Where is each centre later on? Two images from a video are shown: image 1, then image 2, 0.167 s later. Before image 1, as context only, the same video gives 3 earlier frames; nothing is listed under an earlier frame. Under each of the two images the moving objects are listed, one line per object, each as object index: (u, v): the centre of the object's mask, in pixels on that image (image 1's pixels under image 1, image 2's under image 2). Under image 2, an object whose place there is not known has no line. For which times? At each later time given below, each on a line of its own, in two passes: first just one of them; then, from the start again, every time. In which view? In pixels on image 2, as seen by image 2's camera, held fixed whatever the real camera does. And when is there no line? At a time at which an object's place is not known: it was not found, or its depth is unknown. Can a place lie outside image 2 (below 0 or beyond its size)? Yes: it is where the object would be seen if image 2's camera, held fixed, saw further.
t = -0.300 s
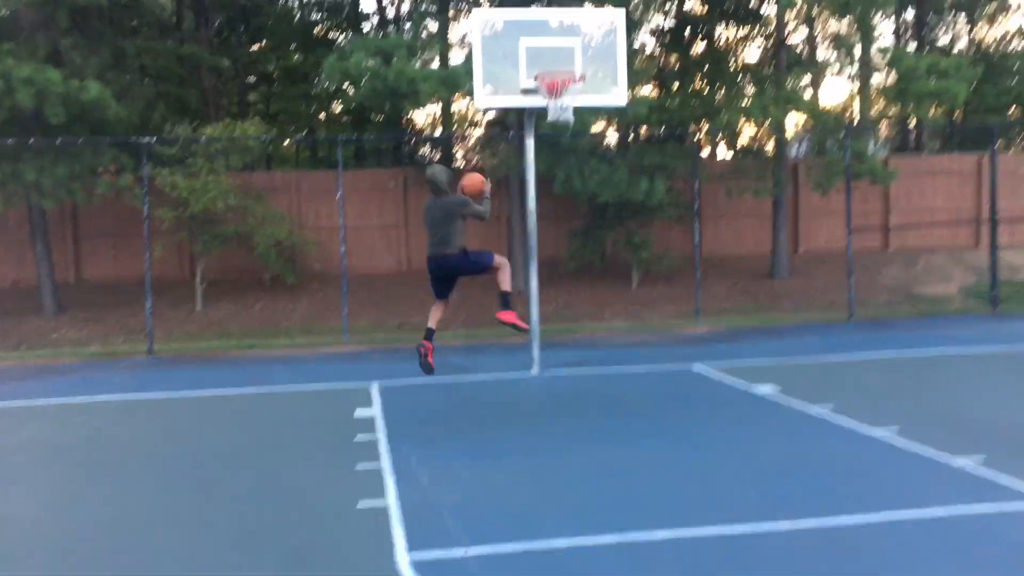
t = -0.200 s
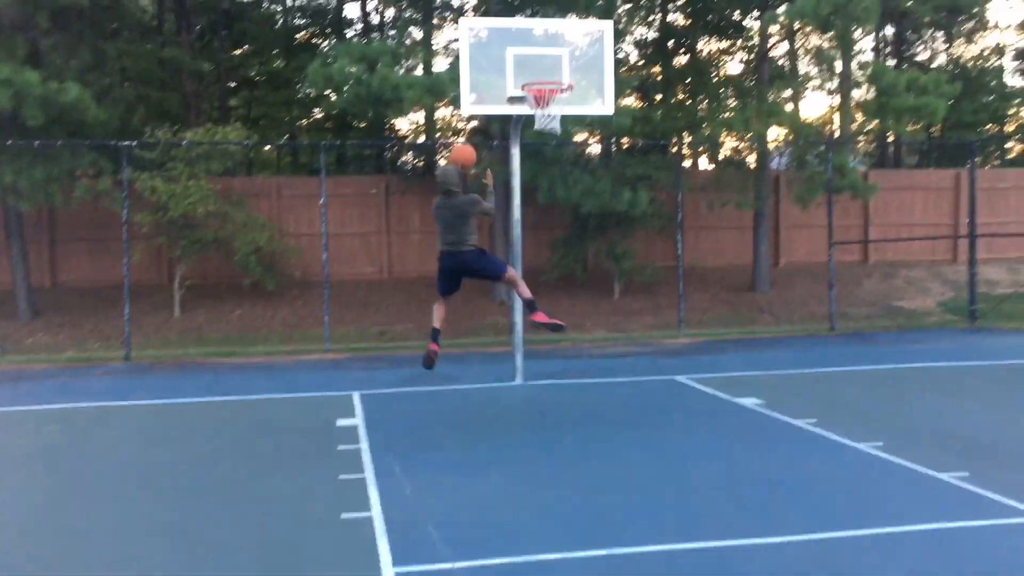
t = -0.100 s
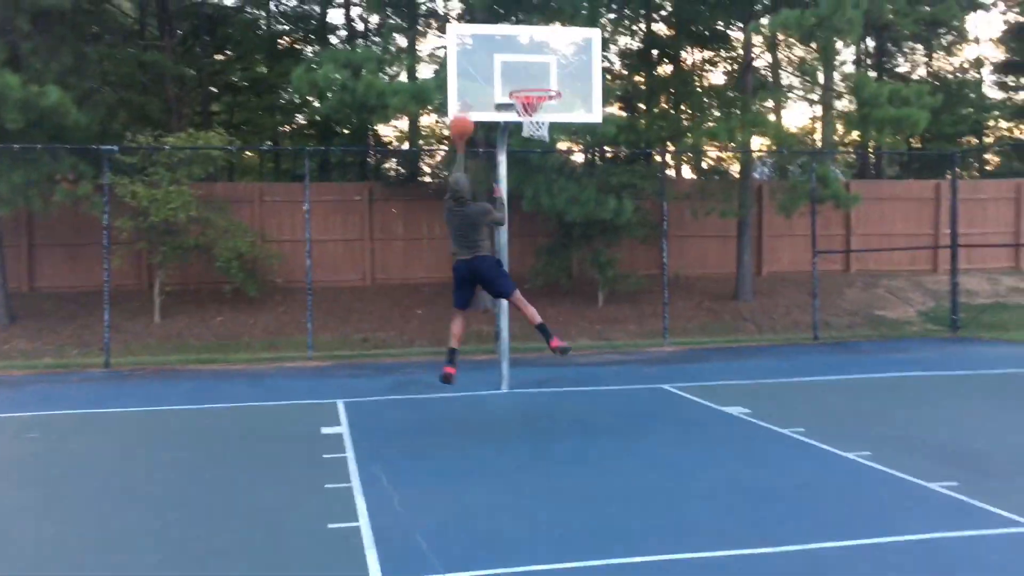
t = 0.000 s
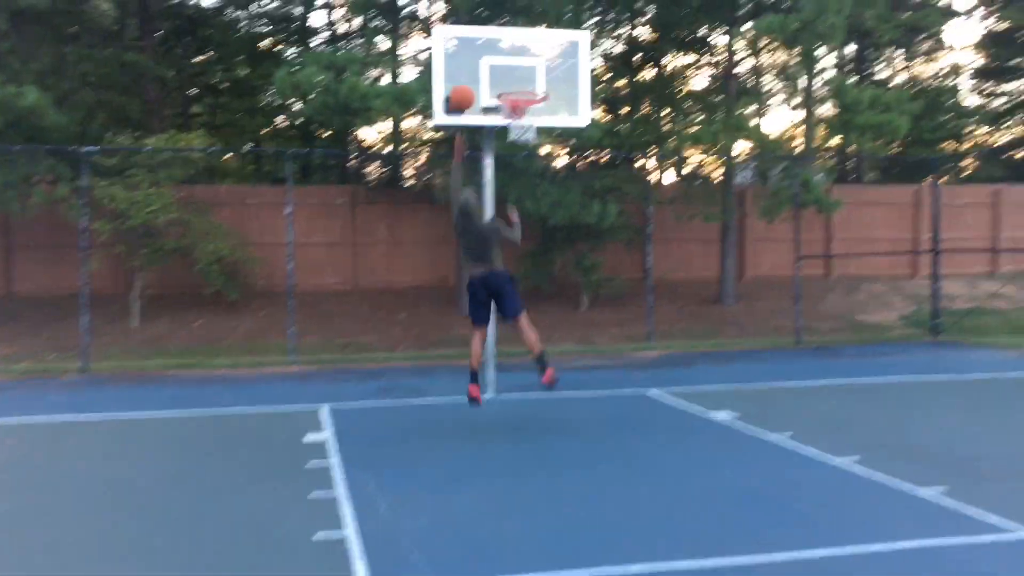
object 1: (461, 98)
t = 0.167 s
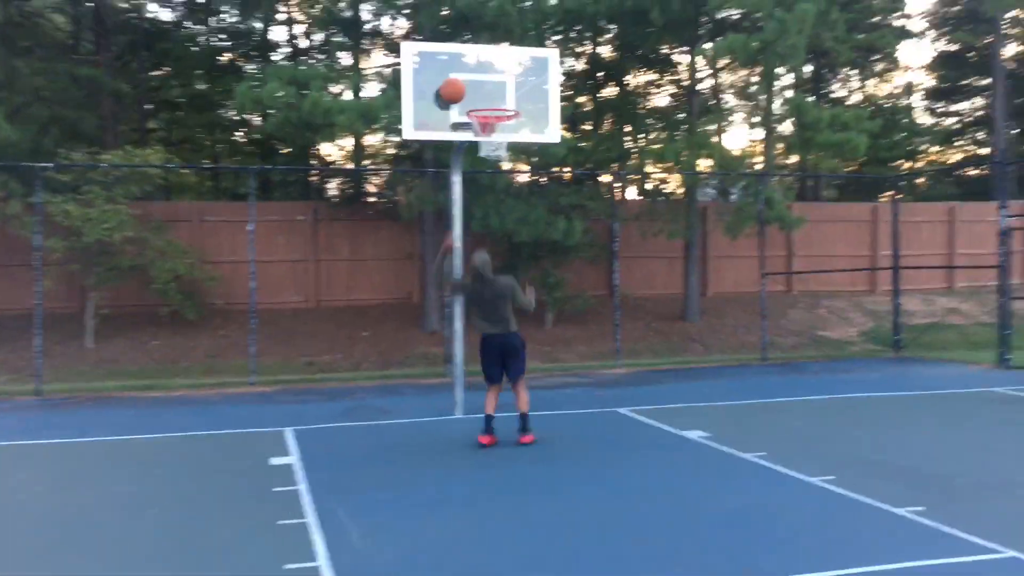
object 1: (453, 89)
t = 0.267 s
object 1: (467, 93)
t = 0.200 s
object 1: (457, 90)
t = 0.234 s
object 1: (462, 91)
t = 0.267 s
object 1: (467, 93)
